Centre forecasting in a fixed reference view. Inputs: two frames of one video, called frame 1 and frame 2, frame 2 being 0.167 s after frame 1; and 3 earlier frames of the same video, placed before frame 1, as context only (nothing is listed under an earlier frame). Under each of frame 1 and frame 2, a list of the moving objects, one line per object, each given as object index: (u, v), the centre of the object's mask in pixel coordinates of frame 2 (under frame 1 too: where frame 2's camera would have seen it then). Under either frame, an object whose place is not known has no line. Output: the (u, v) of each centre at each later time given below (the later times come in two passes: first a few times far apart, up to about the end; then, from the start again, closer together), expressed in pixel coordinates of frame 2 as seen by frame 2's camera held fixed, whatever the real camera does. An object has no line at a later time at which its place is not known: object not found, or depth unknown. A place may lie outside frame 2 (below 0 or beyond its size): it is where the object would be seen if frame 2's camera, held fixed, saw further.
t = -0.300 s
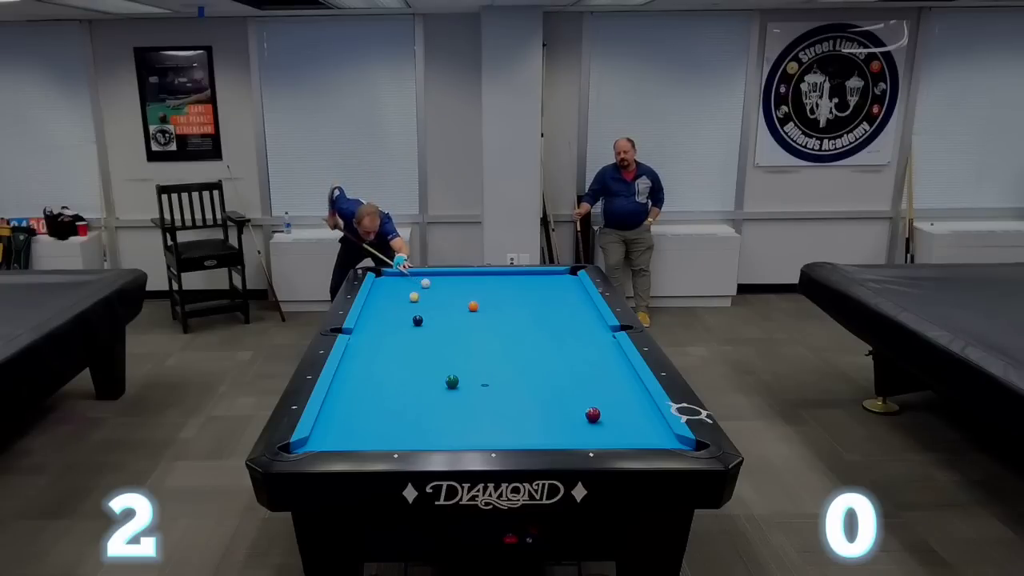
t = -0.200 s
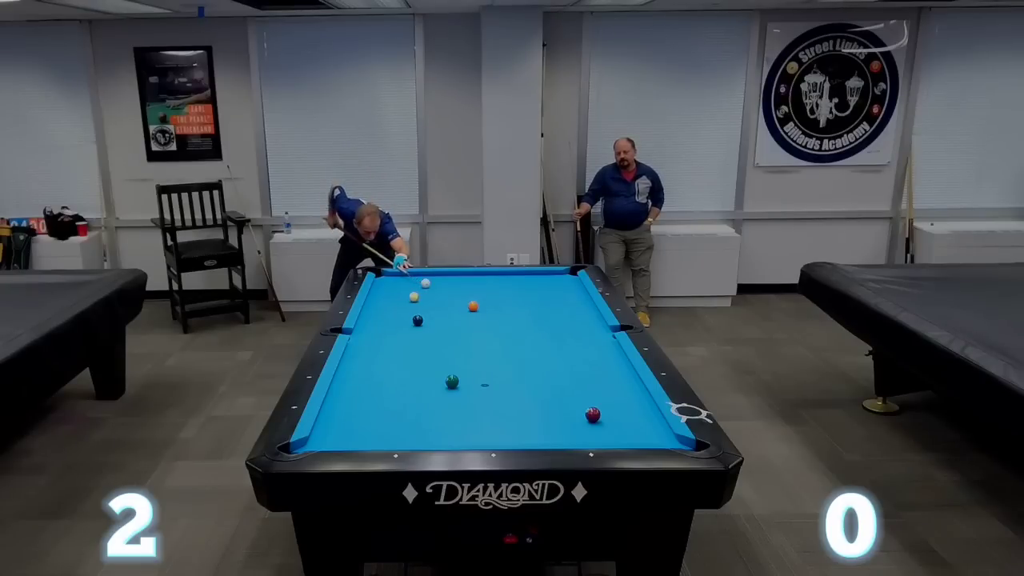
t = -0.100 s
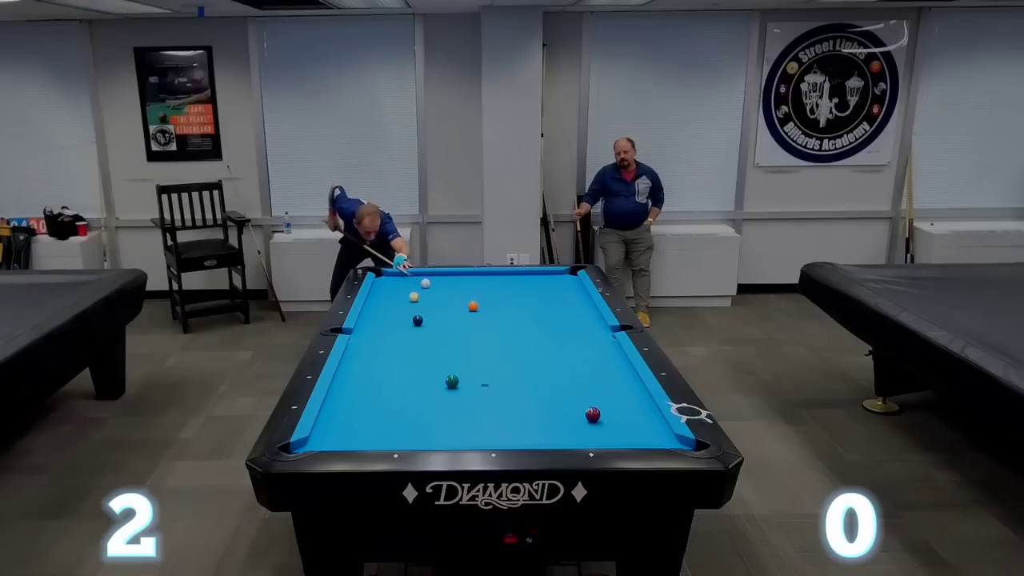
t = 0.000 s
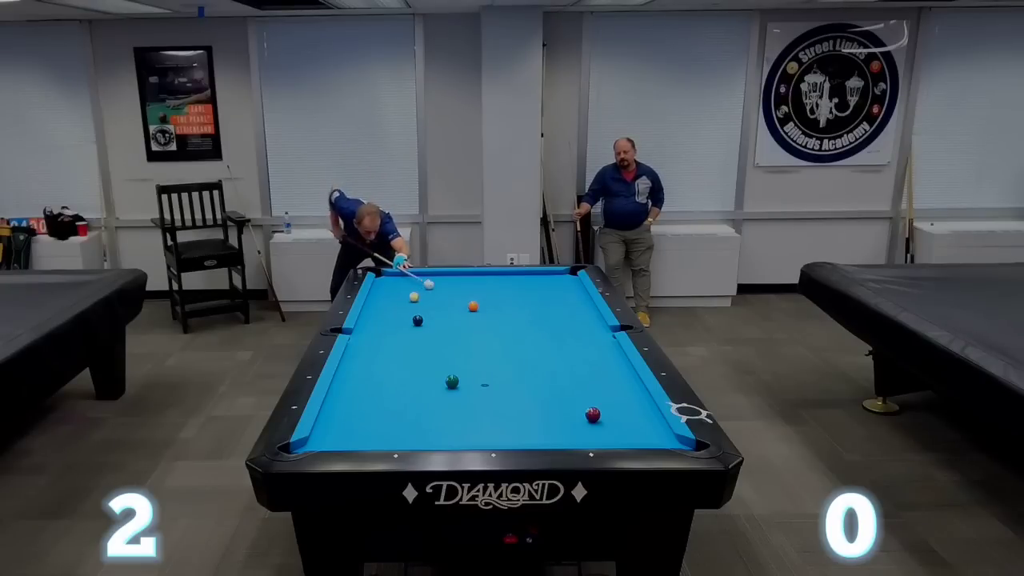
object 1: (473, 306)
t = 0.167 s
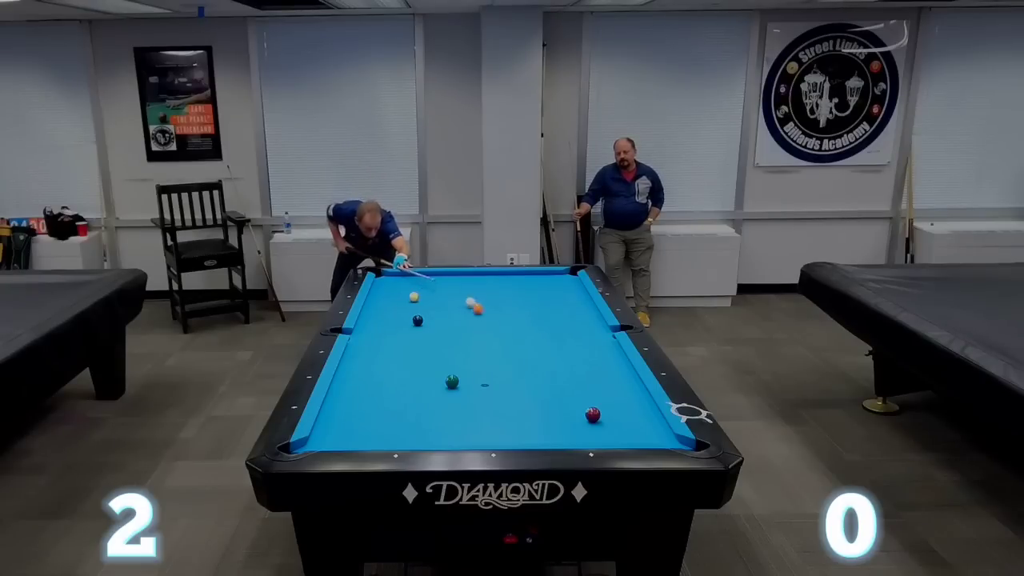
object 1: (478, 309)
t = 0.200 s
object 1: (485, 314)
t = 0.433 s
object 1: (536, 348)
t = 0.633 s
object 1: (582, 377)
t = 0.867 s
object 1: (645, 418)
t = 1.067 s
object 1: (665, 437)
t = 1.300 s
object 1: (648, 427)
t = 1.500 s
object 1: (631, 420)
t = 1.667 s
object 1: (618, 415)
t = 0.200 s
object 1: (485, 314)
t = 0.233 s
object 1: (492, 319)
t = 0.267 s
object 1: (500, 324)
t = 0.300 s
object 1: (507, 328)
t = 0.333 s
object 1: (515, 333)
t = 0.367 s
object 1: (522, 339)
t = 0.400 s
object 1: (529, 343)
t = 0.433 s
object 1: (536, 348)
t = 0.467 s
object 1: (544, 352)
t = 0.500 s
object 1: (551, 357)
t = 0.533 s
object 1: (559, 362)
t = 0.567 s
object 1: (566, 367)
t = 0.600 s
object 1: (574, 372)
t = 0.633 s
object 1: (582, 377)
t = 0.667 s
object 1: (590, 382)
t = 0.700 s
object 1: (598, 387)
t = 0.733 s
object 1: (607, 393)
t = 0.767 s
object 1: (616, 399)
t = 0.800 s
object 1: (625, 405)
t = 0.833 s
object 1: (635, 411)
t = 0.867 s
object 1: (645, 418)
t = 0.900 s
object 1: (656, 425)
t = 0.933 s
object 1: (665, 431)
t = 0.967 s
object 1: (663, 436)
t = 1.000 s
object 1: (662, 440)
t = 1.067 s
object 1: (665, 437)
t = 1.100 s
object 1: (667, 435)
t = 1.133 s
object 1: (664, 433)
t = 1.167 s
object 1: (660, 432)
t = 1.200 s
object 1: (657, 431)
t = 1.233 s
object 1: (654, 429)
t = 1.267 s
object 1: (651, 428)
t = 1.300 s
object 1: (648, 427)
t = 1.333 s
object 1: (645, 426)
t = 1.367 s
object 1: (642, 425)
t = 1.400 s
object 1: (639, 423)
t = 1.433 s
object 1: (637, 422)
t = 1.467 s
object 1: (634, 421)
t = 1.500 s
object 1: (631, 420)
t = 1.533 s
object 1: (628, 419)
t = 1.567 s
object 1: (626, 418)
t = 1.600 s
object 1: (623, 417)
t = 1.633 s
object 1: (621, 416)
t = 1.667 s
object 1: (618, 415)
